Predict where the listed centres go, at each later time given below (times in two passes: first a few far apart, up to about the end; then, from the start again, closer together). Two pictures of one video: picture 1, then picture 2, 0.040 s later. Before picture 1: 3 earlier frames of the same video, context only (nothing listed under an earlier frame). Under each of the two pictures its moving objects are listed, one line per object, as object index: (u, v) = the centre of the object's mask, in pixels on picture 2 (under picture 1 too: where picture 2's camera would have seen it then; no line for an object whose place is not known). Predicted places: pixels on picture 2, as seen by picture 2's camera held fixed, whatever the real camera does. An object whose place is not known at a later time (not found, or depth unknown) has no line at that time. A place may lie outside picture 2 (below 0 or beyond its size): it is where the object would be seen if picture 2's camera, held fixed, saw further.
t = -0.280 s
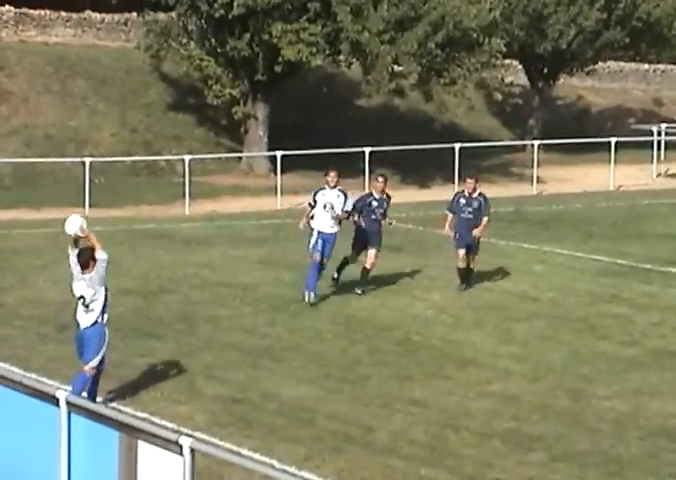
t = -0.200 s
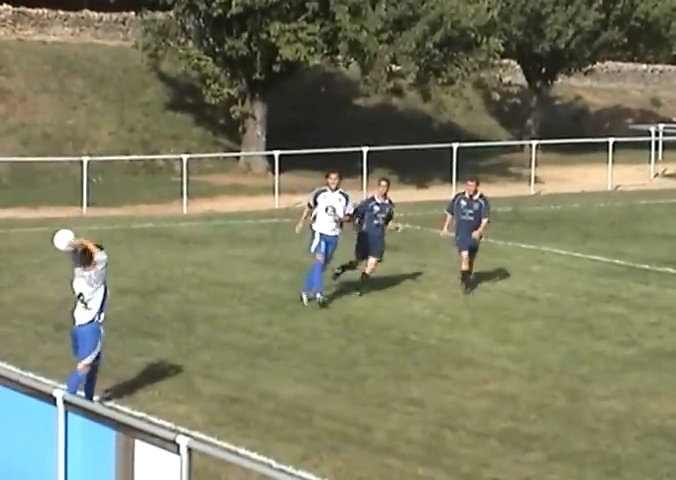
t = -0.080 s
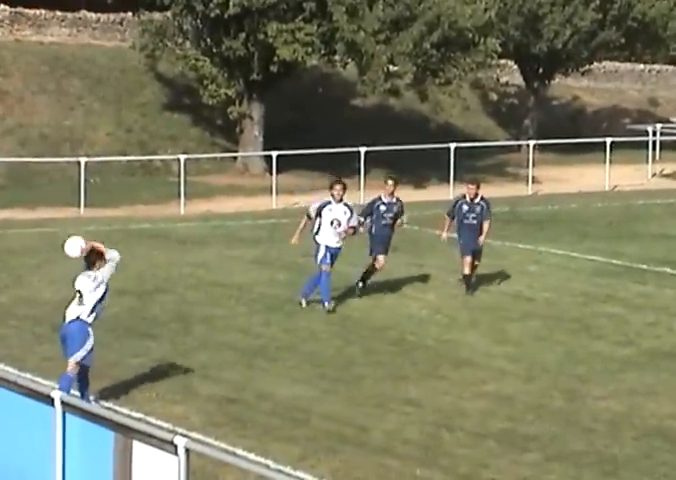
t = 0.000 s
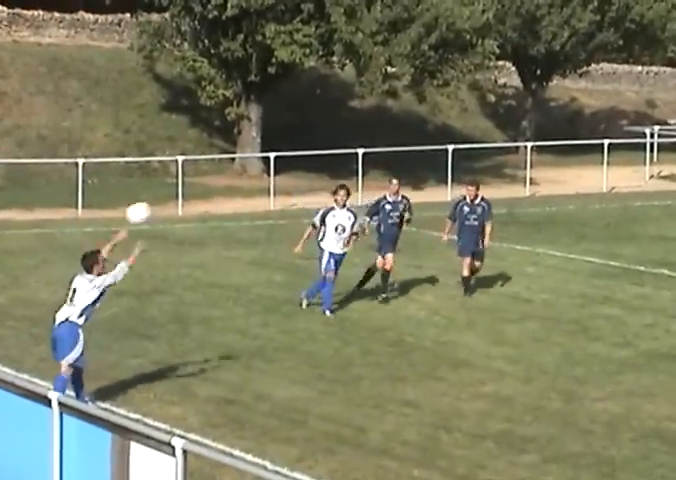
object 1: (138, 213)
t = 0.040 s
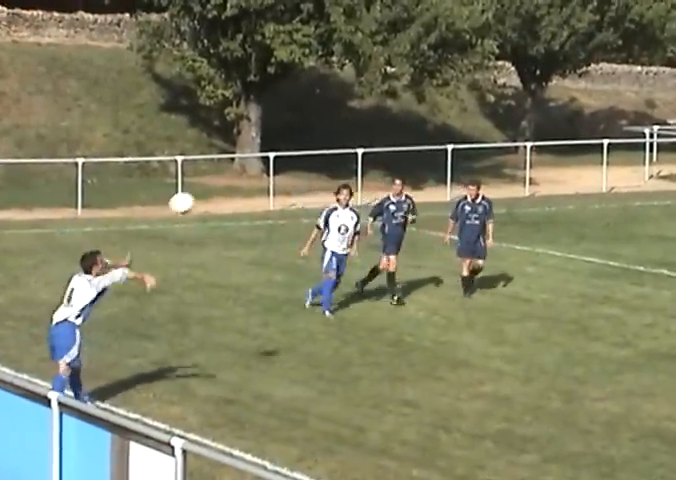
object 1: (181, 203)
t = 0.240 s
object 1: (389, 177)
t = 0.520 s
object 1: (644, 203)
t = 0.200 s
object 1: (349, 179)
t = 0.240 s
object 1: (389, 177)
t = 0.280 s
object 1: (427, 176)
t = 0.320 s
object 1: (465, 178)
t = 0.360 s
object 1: (502, 181)
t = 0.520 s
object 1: (644, 203)
